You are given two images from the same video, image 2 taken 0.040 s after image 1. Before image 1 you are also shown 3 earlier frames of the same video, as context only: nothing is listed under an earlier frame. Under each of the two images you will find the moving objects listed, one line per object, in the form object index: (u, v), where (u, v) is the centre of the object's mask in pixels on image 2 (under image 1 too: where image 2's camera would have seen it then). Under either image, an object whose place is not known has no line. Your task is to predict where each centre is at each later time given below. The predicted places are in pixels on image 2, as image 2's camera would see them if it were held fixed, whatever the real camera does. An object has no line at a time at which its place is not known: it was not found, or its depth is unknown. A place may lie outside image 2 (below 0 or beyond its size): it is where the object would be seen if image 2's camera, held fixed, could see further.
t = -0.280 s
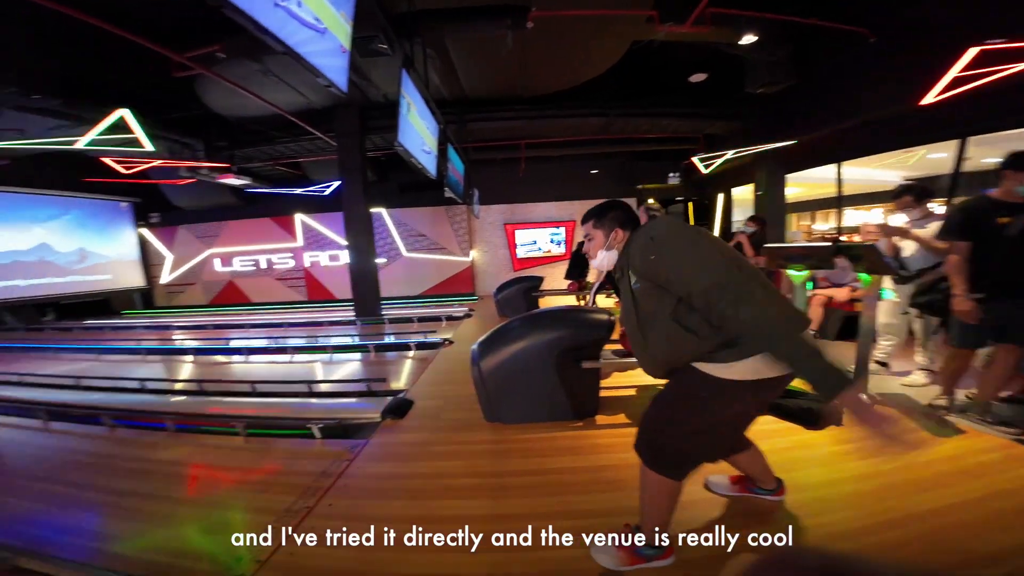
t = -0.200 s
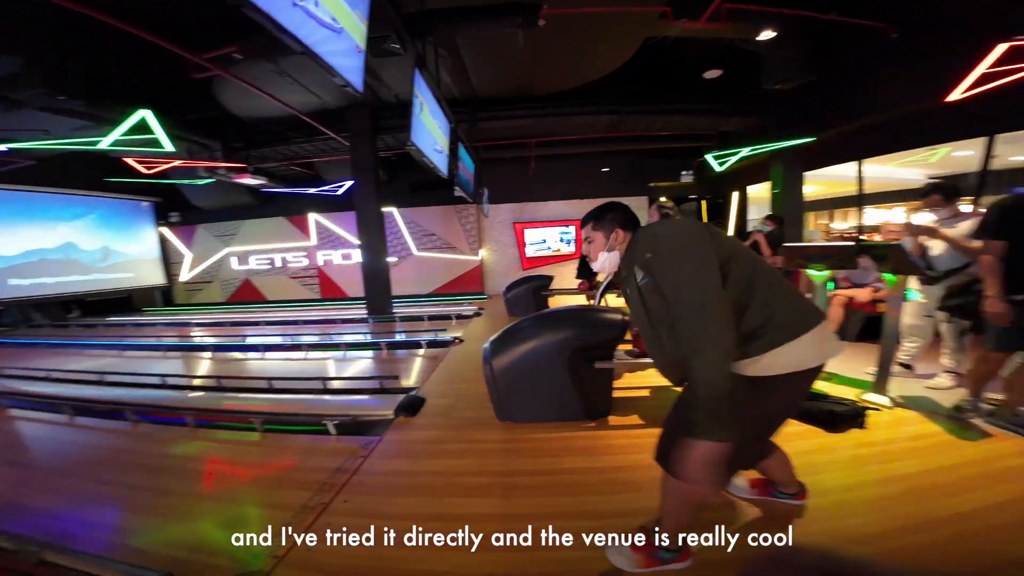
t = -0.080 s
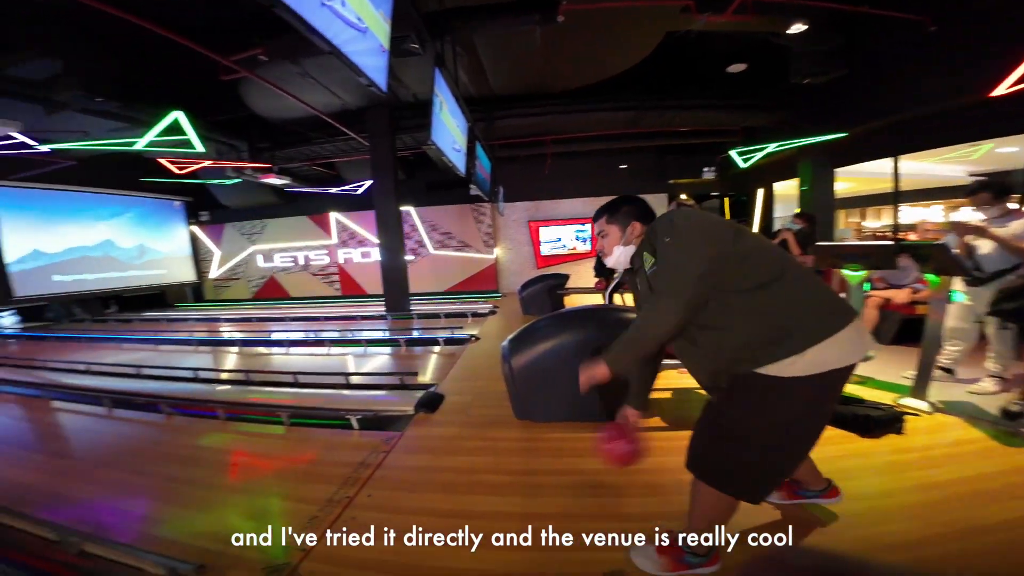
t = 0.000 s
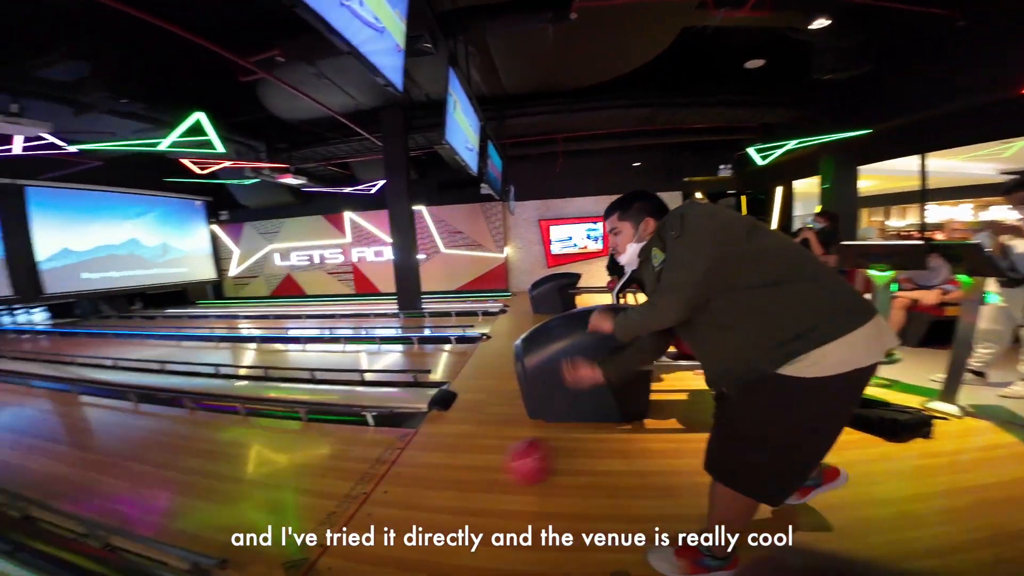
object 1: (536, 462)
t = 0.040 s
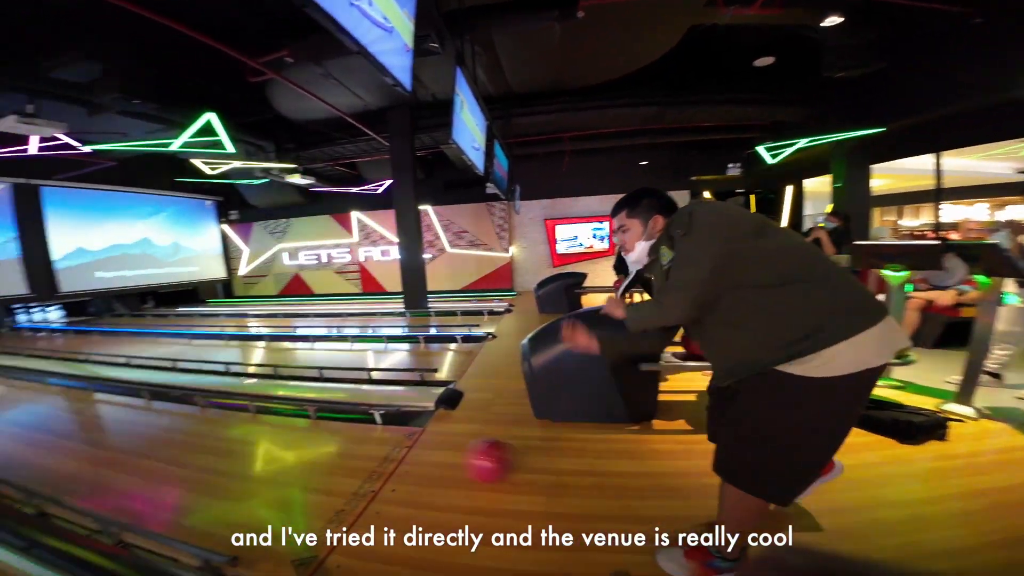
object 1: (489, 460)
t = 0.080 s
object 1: (443, 458)
